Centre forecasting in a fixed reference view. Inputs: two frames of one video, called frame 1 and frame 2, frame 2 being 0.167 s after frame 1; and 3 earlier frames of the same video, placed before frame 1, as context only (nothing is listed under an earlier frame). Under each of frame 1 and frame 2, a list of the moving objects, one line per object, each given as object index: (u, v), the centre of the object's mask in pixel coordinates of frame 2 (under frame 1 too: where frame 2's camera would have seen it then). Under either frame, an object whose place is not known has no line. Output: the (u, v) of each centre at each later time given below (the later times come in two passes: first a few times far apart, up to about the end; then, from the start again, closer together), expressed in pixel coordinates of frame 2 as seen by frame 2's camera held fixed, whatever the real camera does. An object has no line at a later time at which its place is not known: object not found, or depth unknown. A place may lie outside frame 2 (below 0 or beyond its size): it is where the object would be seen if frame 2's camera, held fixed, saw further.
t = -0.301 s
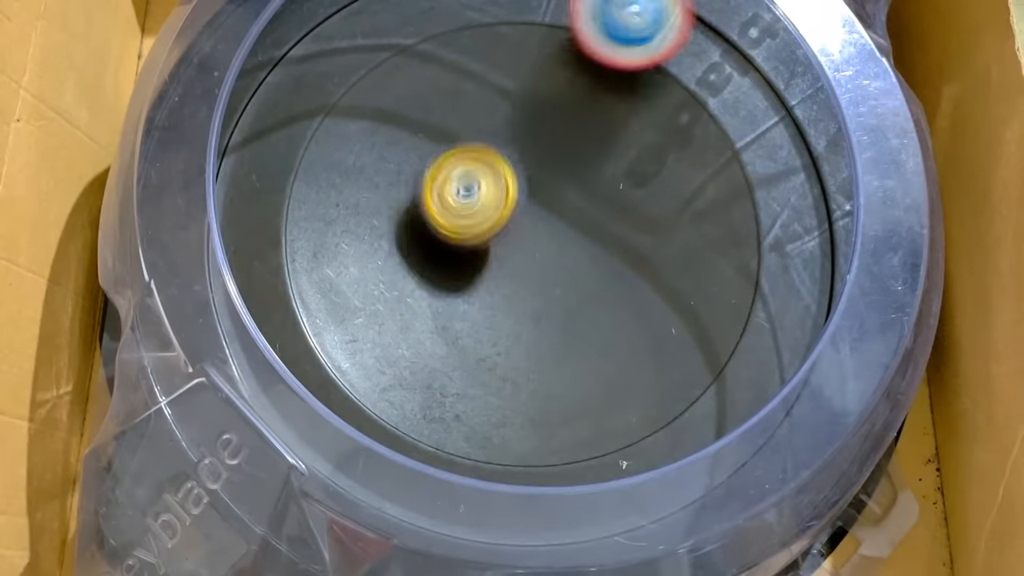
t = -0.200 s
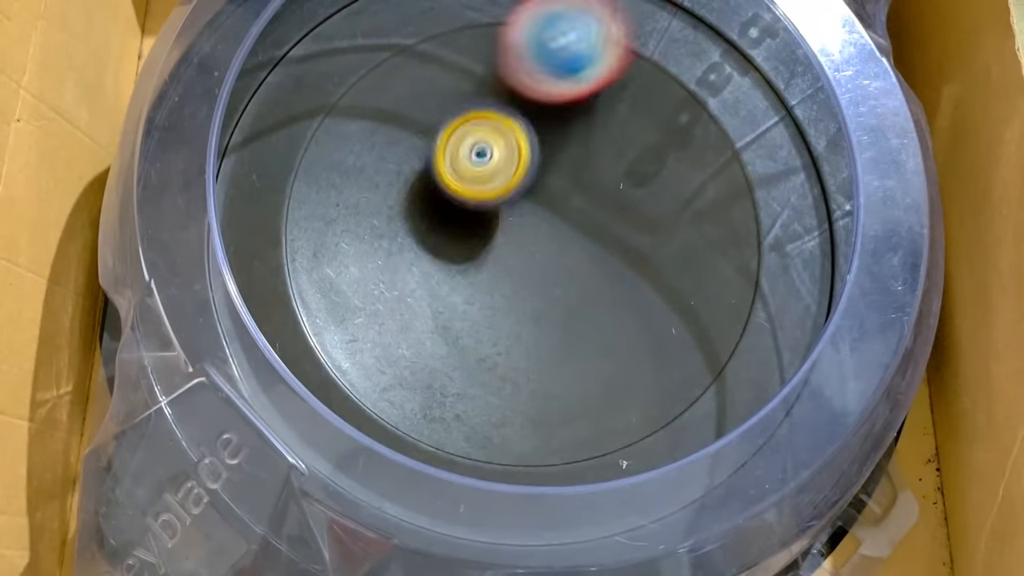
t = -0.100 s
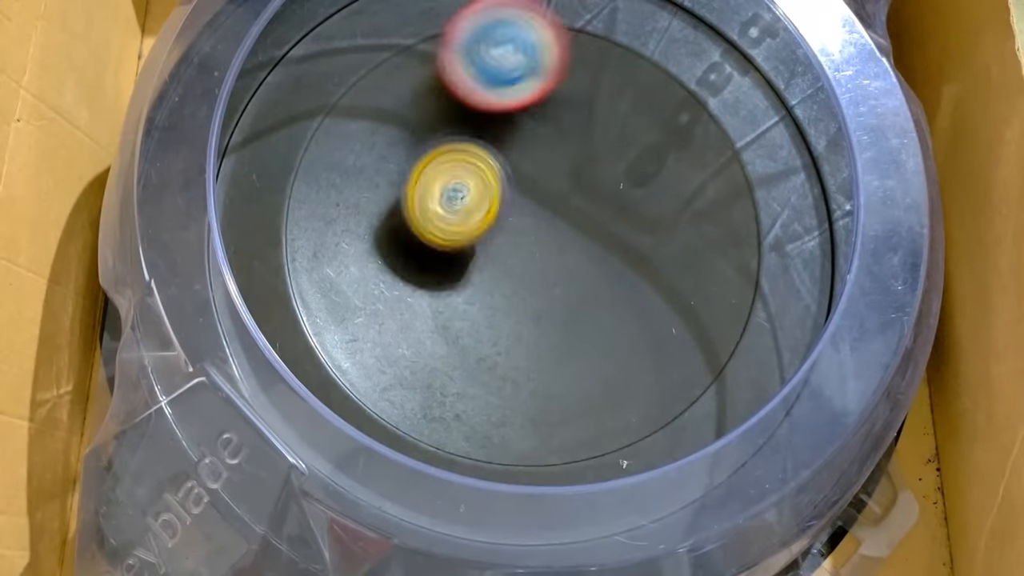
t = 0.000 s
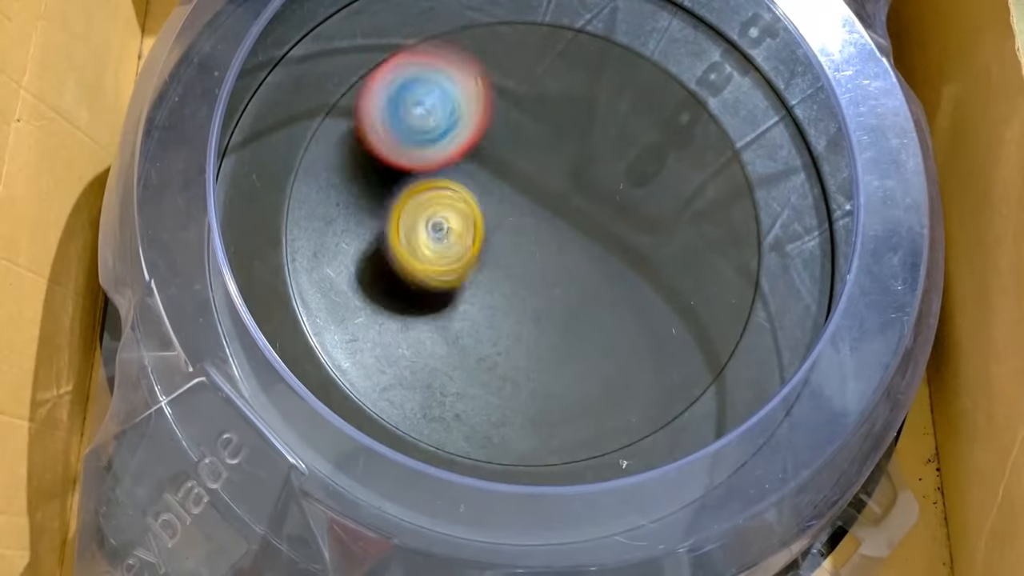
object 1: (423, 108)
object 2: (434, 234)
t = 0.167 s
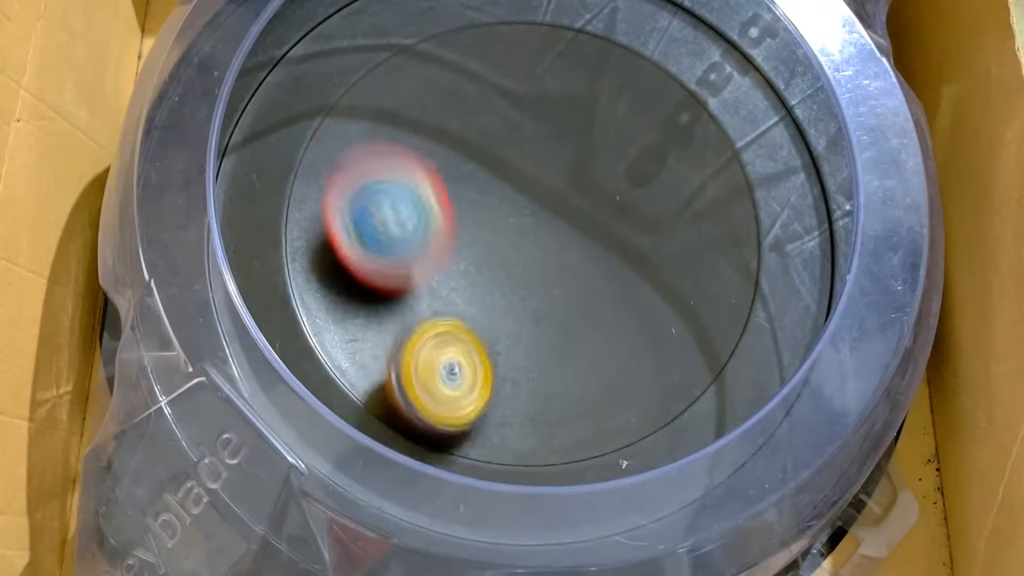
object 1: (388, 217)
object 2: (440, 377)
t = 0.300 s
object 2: (454, 505)
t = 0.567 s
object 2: (361, 298)
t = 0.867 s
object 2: (453, 73)
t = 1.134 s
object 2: (501, 104)
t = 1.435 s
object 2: (570, 195)
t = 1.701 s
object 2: (598, 221)
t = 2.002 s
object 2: (558, 223)
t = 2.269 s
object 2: (339, 324)
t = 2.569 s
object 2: (277, 292)
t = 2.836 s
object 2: (297, 323)
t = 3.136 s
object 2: (417, 259)
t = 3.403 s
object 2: (485, 396)
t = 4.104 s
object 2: (553, 181)
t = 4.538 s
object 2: (602, 192)
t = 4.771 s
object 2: (576, 236)
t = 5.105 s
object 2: (488, 271)
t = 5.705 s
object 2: (505, 324)
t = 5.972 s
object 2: (582, 314)
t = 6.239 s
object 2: (550, 280)
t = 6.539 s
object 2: (604, 423)
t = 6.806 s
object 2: (604, 461)
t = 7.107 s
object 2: (632, 435)
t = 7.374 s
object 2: (606, 367)
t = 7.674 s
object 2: (546, 262)
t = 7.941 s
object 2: (333, 221)
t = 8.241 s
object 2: (409, 188)
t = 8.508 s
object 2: (445, 173)
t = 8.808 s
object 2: (473, 213)
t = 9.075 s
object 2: (543, 166)
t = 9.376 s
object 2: (594, 204)
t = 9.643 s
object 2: (589, 212)
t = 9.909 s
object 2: (589, 224)
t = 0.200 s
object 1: (408, 255)
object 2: (441, 389)
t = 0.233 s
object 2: (445, 410)
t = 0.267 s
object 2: (450, 456)
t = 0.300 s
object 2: (454, 505)
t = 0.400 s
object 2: (431, 513)
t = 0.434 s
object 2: (410, 472)
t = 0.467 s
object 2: (389, 437)
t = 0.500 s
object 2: (383, 388)
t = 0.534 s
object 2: (372, 346)
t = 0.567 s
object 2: (361, 298)
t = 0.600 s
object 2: (362, 253)
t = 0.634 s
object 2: (365, 212)
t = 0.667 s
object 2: (375, 176)
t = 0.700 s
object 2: (389, 143)
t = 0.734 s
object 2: (401, 118)
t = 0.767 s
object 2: (416, 97)
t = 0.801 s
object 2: (430, 83)
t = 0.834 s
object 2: (441, 77)
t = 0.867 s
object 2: (453, 73)
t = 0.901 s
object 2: (461, 71)
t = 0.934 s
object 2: (469, 73)
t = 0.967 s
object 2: (477, 74)
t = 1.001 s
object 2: (481, 78)
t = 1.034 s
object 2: (485, 84)
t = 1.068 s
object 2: (491, 89)
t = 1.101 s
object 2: (495, 96)
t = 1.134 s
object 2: (501, 104)
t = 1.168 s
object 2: (508, 112)
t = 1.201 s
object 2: (514, 124)
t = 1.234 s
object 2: (524, 134)
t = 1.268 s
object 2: (531, 147)
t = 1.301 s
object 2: (540, 159)
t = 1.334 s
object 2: (549, 169)
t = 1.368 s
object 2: (555, 180)
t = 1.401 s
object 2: (564, 188)
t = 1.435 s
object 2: (570, 195)
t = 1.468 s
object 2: (576, 202)
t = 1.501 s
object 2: (582, 206)
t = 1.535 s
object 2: (586, 211)
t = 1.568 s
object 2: (592, 216)
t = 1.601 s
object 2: (596, 217)
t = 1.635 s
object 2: (597, 220)
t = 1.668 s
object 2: (599, 222)
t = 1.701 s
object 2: (598, 221)
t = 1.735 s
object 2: (596, 222)
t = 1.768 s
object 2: (596, 222)
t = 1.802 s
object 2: (593, 221)
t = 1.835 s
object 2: (587, 222)
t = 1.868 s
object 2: (584, 223)
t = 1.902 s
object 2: (577, 221)
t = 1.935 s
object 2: (570, 222)
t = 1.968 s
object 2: (565, 223)
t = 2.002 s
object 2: (558, 223)
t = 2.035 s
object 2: (532, 244)
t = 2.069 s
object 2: (494, 274)
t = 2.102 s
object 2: (457, 297)
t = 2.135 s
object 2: (422, 313)
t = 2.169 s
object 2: (389, 326)
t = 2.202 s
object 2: (365, 329)
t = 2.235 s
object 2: (348, 329)
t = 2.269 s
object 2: (339, 324)
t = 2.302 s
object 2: (330, 316)
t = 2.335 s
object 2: (311, 311)
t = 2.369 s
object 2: (299, 310)
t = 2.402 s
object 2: (290, 300)
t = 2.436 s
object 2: (285, 299)
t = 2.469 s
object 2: (282, 294)
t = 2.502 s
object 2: (279, 290)
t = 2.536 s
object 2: (279, 293)
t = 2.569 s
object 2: (277, 292)
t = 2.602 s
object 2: (264, 297)
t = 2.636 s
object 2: (263, 306)
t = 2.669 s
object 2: (268, 309)
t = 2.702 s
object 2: (268, 312)
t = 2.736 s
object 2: (269, 316)
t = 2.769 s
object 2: (276, 320)
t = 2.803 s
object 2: (292, 321)
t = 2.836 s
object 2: (297, 323)
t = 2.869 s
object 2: (303, 325)
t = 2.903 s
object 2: (309, 326)
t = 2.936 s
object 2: (316, 324)
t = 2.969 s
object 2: (327, 318)
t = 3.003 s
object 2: (344, 309)
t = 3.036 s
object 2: (359, 297)
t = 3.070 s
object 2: (378, 284)
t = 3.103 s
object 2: (397, 273)
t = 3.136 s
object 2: (417, 259)
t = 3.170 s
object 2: (437, 245)
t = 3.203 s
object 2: (461, 231)
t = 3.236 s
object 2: (479, 216)
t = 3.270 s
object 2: (488, 250)
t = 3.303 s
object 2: (484, 296)
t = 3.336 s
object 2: (485, 338)
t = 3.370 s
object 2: (487, 368)
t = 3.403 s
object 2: (485, 396)
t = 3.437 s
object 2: (486, 417)
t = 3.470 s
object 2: (488, 425)
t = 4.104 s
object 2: (553, 181)
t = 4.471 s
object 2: (604, 183)
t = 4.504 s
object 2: (603, 187)
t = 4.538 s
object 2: (602, 192)
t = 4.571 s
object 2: (602, 200)
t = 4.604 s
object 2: (597, 204)
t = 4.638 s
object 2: (595, 211)
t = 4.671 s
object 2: (589, 216)
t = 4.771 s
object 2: (576, 236)
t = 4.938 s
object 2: (541, 274)
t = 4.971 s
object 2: (529, 278)
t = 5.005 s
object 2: (518, 279)
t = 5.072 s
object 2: (497, 275)
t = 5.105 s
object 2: (488, 271)
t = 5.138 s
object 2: (482, 263)
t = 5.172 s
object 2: (476, 253)
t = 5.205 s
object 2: (474, 243)
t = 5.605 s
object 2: (462, 339)
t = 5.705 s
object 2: (505, 324)
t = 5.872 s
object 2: (583, 335)
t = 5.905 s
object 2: (586, 329)
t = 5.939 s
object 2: (585, 321)
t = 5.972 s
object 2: (582, 314)
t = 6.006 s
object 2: (576, 308)
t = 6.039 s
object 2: (568, 301)
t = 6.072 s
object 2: (561, 297)
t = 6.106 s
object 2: (554, 293)
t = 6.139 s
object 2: (549, 290)
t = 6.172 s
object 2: (547, 286)
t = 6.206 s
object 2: (548, 283)
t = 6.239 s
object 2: (550, 280)
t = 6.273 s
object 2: (553, 278)
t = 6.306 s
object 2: (556, 277)
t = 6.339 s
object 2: (558, 276)
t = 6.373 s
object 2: (558, 276)
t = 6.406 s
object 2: (556, 276)
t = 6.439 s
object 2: (561, 295)
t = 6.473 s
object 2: (580, 348)
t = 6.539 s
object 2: (604, 423)
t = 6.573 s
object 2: (603, 443)
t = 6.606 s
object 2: (607, 455)
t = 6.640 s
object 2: (607, 461)
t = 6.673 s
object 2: (605, 463)
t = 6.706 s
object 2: (604, 464)
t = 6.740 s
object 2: (604, 464)
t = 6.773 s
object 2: (603, 463)
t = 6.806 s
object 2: (604, 461)
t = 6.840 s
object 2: (605, 459)
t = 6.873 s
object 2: (606, 458)
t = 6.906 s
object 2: (607, 456)
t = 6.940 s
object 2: (610, 455)
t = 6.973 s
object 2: (614, 453)
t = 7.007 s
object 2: (617, 451)
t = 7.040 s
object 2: (621, 446)
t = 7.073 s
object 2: (627, 441)
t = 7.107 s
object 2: (632, 435)
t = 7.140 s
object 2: (635, 430)
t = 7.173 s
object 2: (636, 424)
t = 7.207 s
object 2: (633, 418)
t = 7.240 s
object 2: (630, 411)
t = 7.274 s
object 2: (624, 404)
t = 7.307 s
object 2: (618, 393)
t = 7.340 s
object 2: (612, 380)
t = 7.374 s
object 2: (606, 367)
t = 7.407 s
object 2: (599, 352)
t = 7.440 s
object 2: (591, 338)
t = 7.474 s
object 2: (584, 324)
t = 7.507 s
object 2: (575, 311)
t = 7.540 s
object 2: (567, 299)
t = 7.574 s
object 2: (561, 287)
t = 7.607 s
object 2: (555, 276)
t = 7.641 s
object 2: (550, 268)
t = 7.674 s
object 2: (546, 262)
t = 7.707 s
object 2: (544, 258)
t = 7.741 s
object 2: (543, 257)
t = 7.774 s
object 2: (529, 259)
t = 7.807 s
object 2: (480, 255)
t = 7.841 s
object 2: (429, 252)
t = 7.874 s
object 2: (387, 239)
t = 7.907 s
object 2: (359, 230)
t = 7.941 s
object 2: (333, 221)
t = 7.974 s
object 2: (314, 207)
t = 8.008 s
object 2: (303, 196)
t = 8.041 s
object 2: (297, 186)
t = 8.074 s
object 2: (306, 179)
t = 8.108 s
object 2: (321, 175)
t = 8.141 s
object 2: (336, 174)
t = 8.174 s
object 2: (356, 175)
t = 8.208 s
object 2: (382, 180)
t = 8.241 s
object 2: (409, 188)
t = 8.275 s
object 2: (433, 197)
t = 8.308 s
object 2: (456, 208)
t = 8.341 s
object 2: (449, 196)
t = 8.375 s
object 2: (440, 182)
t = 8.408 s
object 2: (438, 173)
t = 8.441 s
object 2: (438, 169)
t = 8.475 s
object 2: (441, 169)
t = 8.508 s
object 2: (445, 173)
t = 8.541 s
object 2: (450, 181)
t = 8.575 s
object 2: (454, 190)
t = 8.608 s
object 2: (458, 200)
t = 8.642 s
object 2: (461, 221)
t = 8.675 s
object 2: (461, 226)
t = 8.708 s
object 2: (463, 228)
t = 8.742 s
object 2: (466, 227)
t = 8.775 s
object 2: (470, 222)
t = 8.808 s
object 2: (473, 213)
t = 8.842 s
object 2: (472, 203)
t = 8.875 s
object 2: (475, 189)
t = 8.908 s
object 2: (489, 173)
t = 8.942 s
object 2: (503, 166)
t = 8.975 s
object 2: (518, 161)
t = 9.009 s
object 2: (529, 160)
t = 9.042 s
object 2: (536, 162)
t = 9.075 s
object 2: (543, 166)
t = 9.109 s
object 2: (555, 165)
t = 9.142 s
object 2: (565, 167)
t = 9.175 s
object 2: (577, 170)
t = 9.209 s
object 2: (584, 177)
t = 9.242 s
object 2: (588, 184)
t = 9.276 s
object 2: (593, 189)
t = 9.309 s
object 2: (594, 195)
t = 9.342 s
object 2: (592, 199)
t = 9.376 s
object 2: (594, 204)
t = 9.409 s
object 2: (595, 205)
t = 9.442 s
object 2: (593, 206)
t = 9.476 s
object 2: (591, 207)
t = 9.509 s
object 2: (590, 208)
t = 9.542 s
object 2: (589, 208)
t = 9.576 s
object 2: (589, 209)
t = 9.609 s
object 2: (589, 211)
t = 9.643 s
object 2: (589, 212)
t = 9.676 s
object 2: (589, 215)
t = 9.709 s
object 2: (589, 218)
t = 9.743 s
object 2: (589, 221)
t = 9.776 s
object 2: (590, 223)
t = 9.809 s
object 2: (589, 224)
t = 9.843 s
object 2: (589, 224)
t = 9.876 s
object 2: (589, 223)
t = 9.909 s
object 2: (589, 224)
